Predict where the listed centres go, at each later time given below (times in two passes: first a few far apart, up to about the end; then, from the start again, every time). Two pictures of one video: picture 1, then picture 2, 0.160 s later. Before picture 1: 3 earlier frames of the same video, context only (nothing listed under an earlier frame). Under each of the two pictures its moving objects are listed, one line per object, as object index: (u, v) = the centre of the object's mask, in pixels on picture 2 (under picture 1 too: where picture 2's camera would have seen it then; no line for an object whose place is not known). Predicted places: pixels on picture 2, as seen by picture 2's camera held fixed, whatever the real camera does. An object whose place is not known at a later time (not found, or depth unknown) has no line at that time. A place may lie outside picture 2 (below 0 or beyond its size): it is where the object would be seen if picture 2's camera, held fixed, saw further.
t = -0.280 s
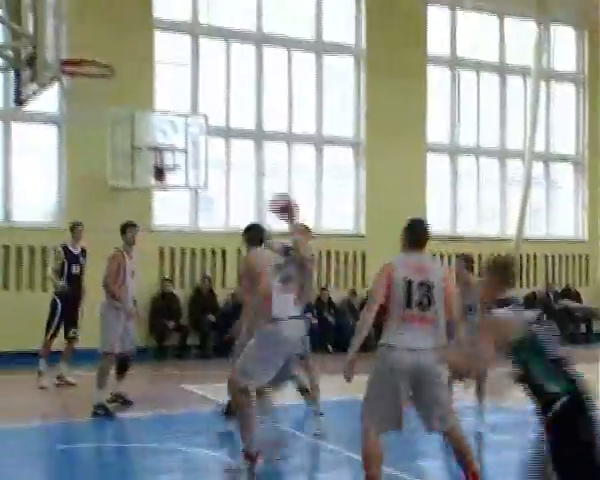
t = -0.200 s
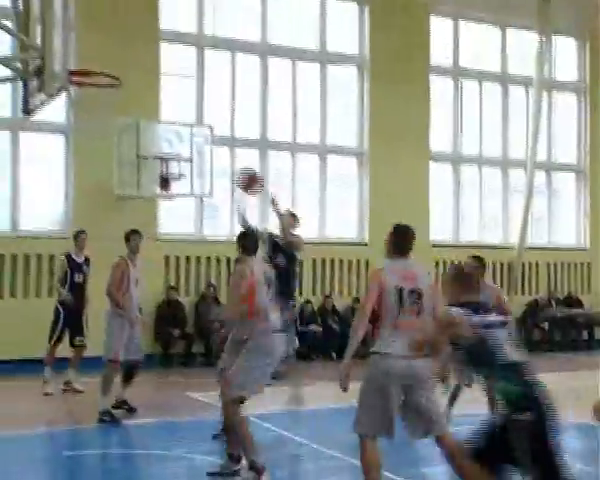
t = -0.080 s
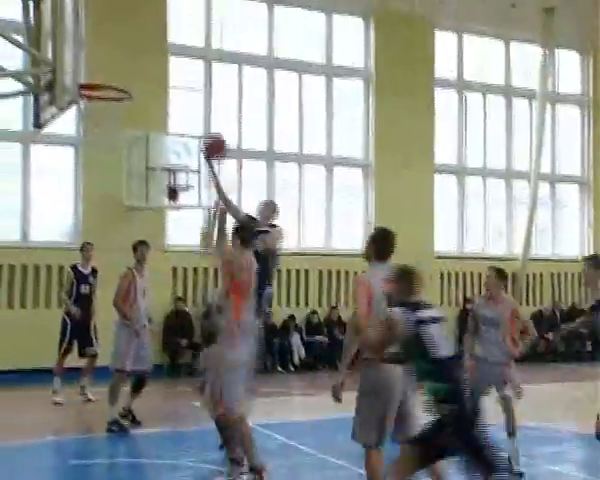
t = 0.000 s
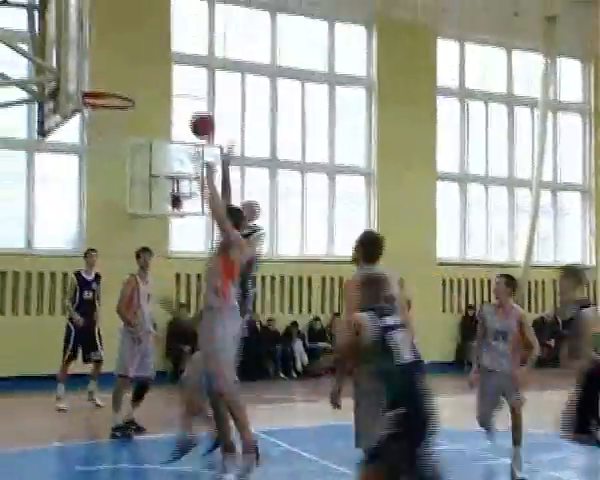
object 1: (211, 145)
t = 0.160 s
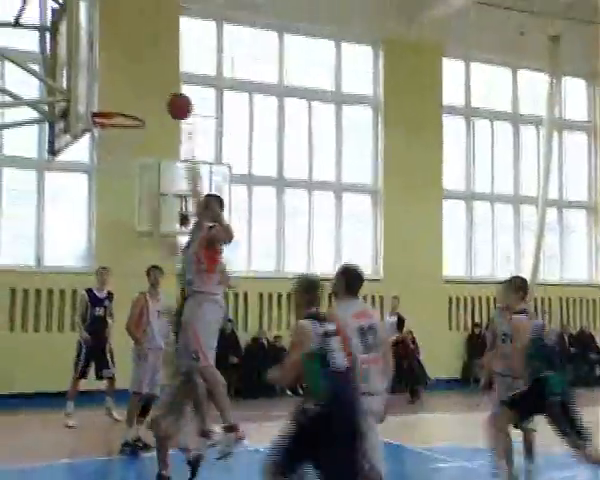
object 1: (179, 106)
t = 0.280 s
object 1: (154, 95)
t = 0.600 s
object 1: (103, 139)
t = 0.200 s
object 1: (170, 101)
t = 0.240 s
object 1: (162, 97)
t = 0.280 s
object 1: (154, 95)
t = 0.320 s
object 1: (145, 95)
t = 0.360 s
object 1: (136, 96)
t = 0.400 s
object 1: (128, 99)
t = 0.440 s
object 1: (119, 105)
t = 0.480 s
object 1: (108, 115)
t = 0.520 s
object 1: (101, 127)
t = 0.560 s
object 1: (102, 133)
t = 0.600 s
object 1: (103, 139)
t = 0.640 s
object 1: (105, 147)
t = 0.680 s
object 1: (111, 154)
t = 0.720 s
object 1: (116, 161)
